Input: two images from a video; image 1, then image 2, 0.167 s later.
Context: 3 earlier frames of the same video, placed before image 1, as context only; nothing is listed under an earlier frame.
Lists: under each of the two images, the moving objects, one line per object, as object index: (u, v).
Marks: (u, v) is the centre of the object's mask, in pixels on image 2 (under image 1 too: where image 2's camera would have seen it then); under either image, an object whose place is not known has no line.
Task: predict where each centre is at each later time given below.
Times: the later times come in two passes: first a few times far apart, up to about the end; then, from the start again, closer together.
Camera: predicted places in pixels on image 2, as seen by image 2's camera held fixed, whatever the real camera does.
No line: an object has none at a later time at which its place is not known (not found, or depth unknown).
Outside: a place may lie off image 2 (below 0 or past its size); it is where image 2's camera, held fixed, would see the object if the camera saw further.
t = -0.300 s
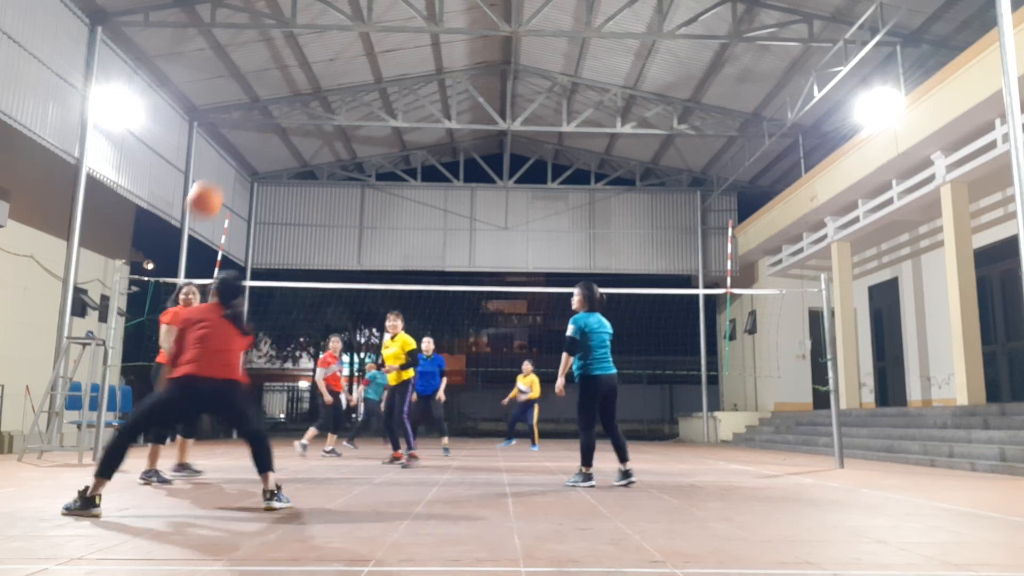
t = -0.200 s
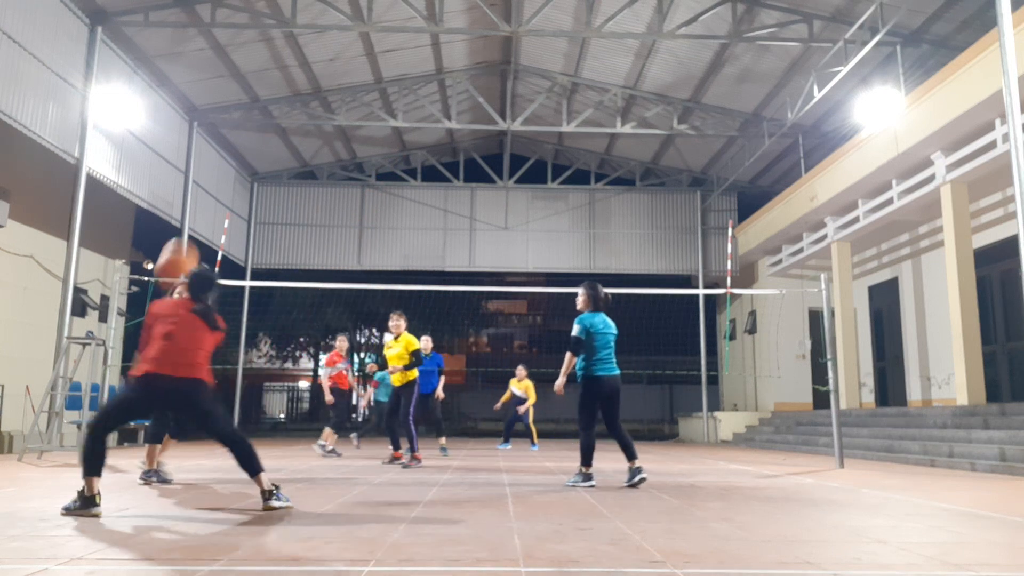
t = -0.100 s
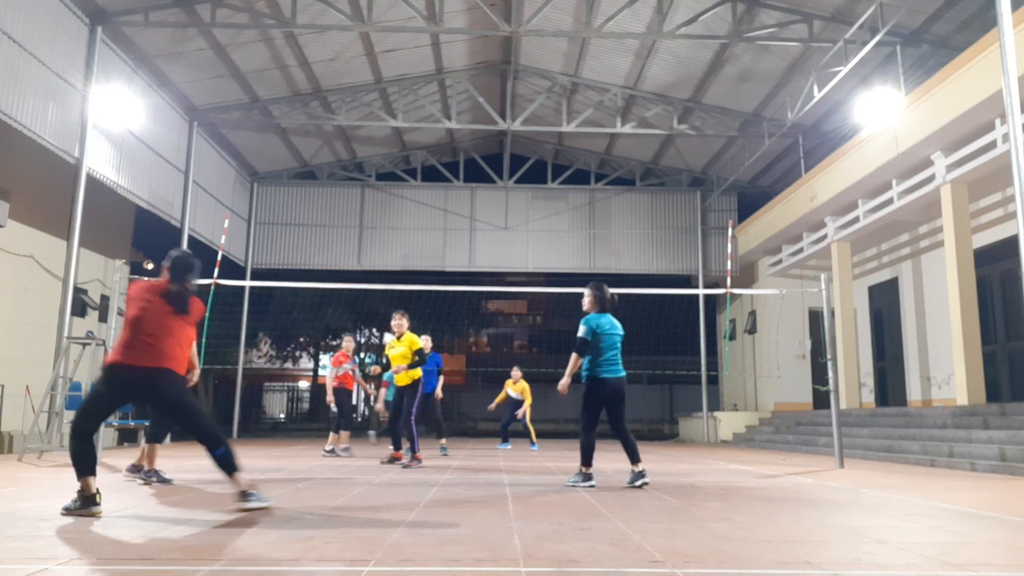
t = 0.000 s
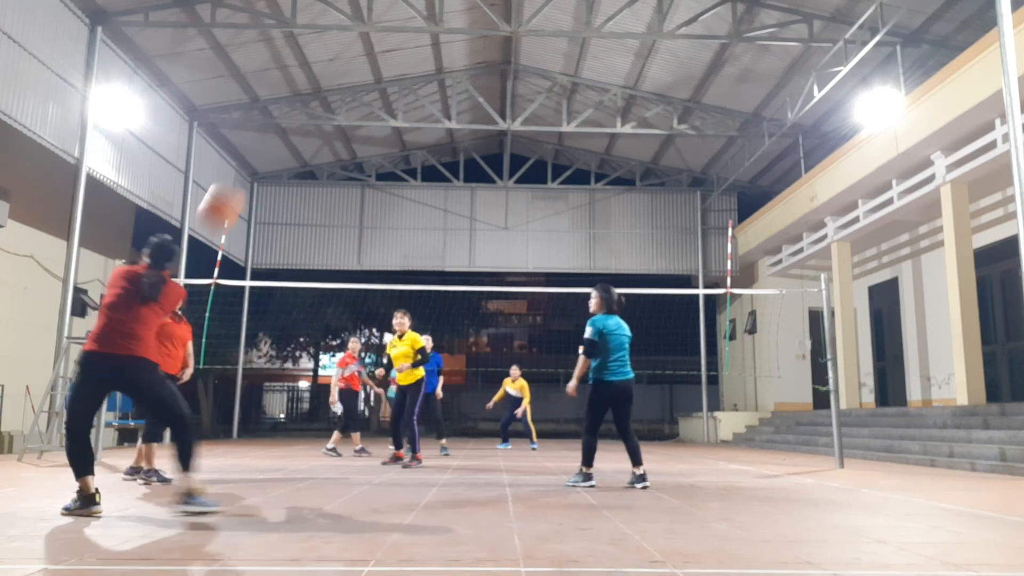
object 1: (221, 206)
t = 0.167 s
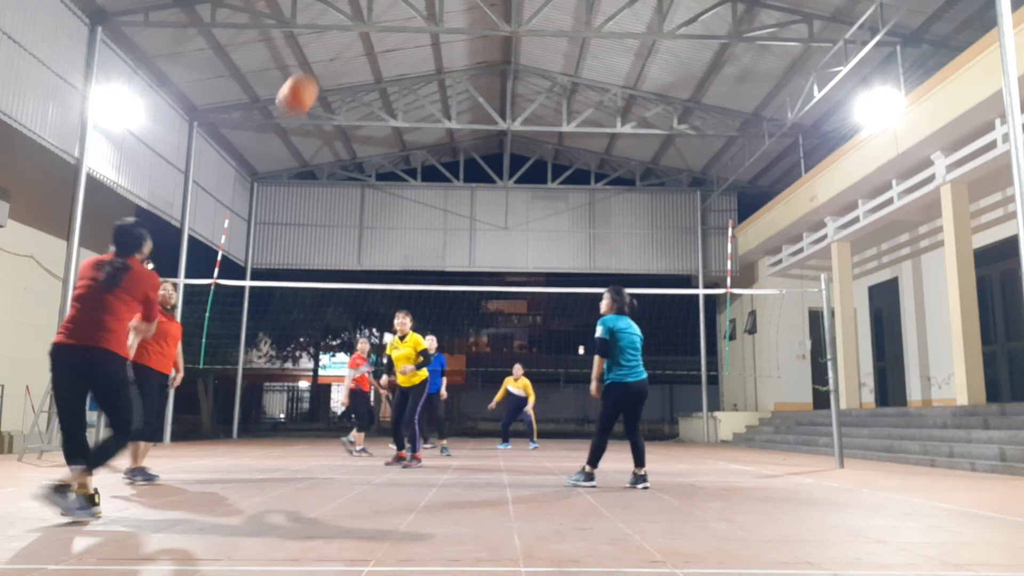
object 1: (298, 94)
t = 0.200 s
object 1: (311, 79)
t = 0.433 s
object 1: (385, 19)
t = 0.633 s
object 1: (436, 22)
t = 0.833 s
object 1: (479, 66)
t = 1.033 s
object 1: (514, 143)
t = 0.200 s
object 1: (311, 79)
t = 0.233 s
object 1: (323, 66)
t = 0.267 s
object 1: (334, 54)
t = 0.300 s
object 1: (345, 44)
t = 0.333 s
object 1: (356, 35)
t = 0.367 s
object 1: (366, 29)
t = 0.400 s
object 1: (375, 24)
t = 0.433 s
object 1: (385, 19)
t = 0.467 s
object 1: (394, 17)
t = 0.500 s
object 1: (403, 15)
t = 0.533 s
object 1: (412, 15)
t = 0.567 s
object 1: (420, 16)
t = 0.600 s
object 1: (428, 19)
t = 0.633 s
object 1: (436, 22)
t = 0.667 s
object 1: (444, 27)
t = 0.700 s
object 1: (451, 32)
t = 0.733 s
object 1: (459, 40)
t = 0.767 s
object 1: (466, 47)
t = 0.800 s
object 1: (473, 56)
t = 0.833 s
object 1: (479, 66)
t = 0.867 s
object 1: (485, 76)
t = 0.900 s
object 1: (491, 88)
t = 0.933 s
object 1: (497, 100)
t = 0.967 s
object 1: (503, 113)
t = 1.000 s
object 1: (509, 128)
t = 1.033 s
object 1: (514, 143)
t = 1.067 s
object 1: (519, 157)
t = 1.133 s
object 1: (530, 190)
